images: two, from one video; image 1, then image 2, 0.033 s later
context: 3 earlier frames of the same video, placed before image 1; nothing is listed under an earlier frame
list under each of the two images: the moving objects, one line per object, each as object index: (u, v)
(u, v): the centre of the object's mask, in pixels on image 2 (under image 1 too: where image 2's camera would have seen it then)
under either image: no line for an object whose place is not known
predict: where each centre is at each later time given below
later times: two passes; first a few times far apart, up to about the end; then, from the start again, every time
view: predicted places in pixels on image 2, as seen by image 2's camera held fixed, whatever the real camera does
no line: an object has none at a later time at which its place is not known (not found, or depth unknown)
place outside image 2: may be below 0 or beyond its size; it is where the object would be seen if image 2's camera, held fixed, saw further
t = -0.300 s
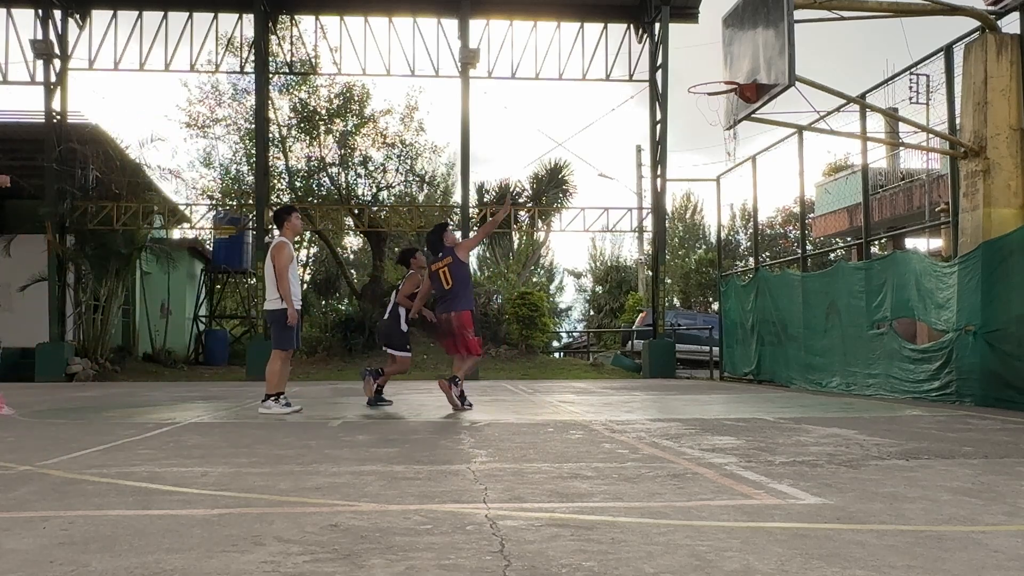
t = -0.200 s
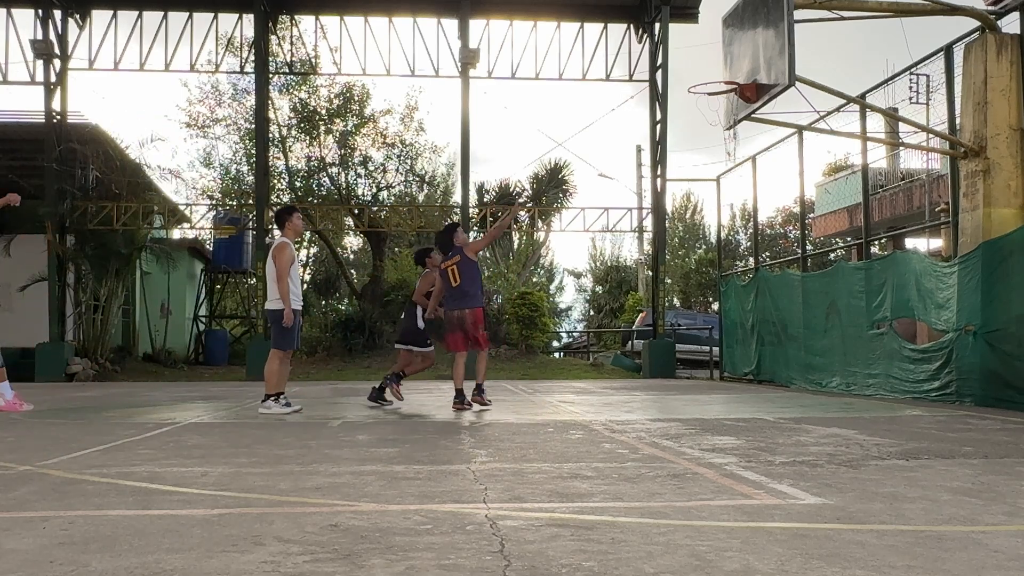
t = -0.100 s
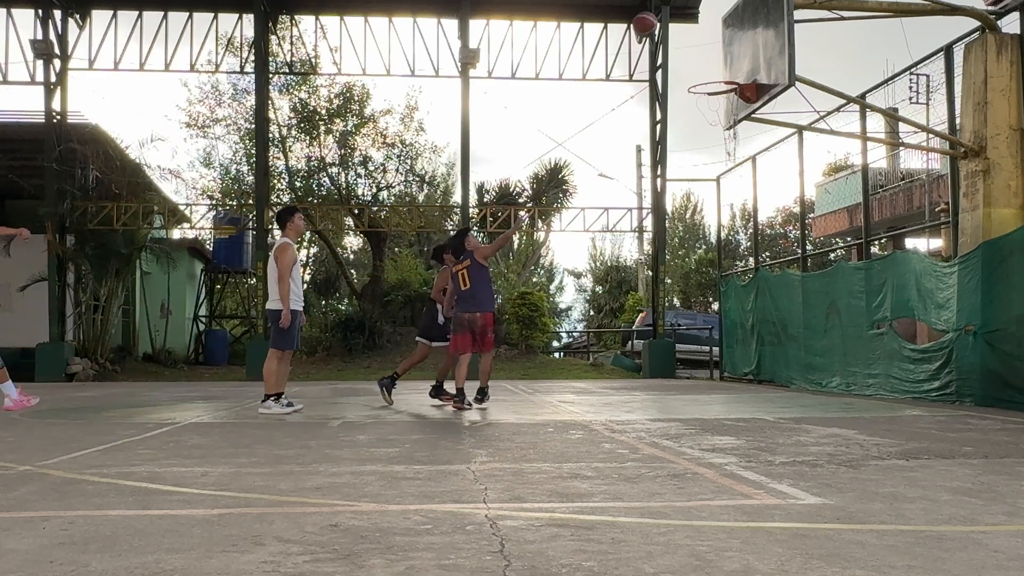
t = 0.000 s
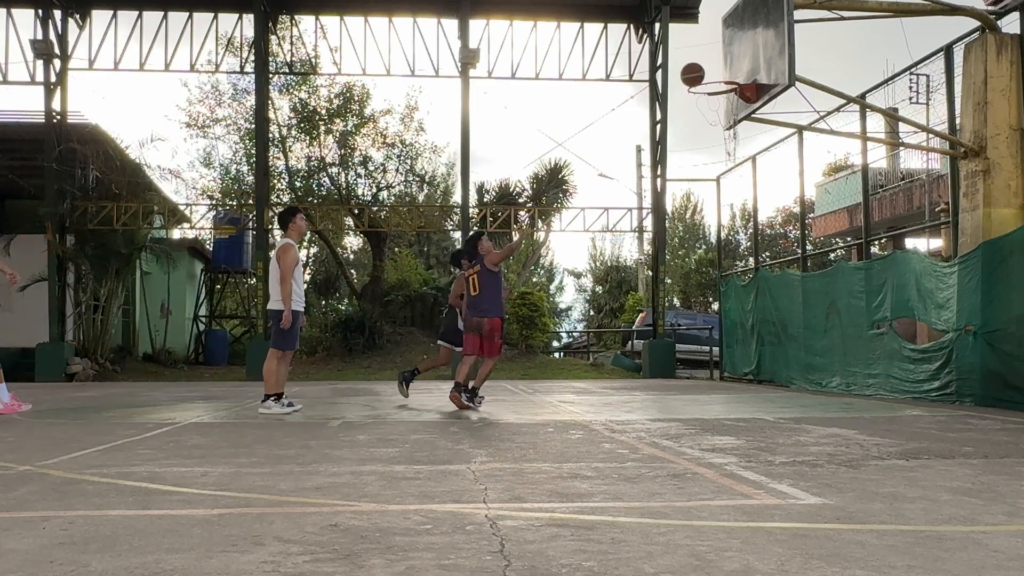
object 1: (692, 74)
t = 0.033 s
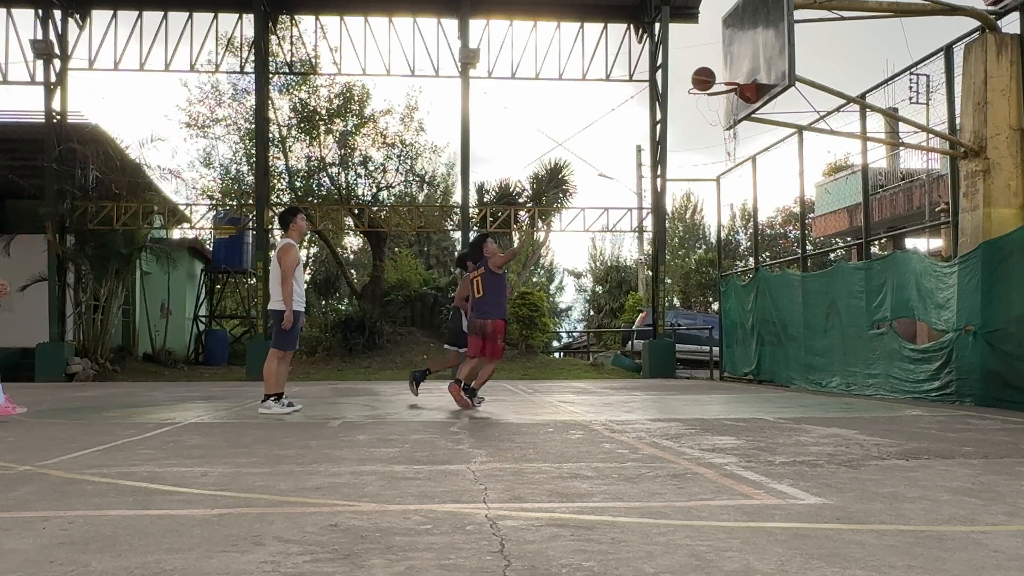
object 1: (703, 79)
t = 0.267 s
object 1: (718, 45)
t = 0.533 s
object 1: (669, 62)
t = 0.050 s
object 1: (708, 75)
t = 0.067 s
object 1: (712, 72)
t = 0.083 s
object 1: (716, 69)
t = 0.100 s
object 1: (721, 66)
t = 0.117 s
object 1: (725, 64)
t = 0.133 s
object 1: (729, 61)
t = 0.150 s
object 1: (733, 59)
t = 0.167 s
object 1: (736, 57)
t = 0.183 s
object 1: (733, 55)
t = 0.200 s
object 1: (730, 52)
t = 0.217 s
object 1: (727, 50)
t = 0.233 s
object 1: (724, 48)
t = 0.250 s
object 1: (721, 47)
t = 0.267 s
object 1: (718, 45)
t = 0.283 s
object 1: (715, 44)
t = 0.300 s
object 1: (712, 44)
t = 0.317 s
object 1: (709, 43)
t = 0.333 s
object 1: (706, 43)
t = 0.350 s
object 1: (703, 43)
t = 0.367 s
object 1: (700, 43)
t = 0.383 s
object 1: (697, 44)
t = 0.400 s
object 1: (694, 45)
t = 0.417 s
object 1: (691, 46)
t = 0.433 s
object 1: (688, 47)
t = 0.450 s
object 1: (685, 49)
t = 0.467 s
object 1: (682, 51)
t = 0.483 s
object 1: (678, 54)
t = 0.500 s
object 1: (675, 56)
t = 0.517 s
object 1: (673, 59)
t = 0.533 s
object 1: (669, 62)
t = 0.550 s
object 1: (666, 66)
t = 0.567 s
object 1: (663, 70)
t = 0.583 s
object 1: (660, 73)
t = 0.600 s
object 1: (657, 78)
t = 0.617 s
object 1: (654, 83)
